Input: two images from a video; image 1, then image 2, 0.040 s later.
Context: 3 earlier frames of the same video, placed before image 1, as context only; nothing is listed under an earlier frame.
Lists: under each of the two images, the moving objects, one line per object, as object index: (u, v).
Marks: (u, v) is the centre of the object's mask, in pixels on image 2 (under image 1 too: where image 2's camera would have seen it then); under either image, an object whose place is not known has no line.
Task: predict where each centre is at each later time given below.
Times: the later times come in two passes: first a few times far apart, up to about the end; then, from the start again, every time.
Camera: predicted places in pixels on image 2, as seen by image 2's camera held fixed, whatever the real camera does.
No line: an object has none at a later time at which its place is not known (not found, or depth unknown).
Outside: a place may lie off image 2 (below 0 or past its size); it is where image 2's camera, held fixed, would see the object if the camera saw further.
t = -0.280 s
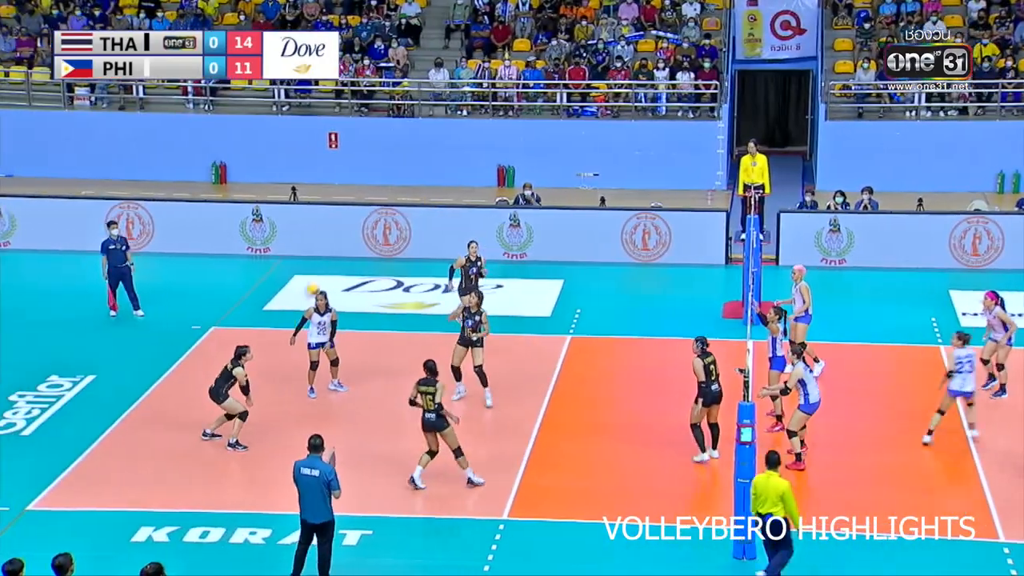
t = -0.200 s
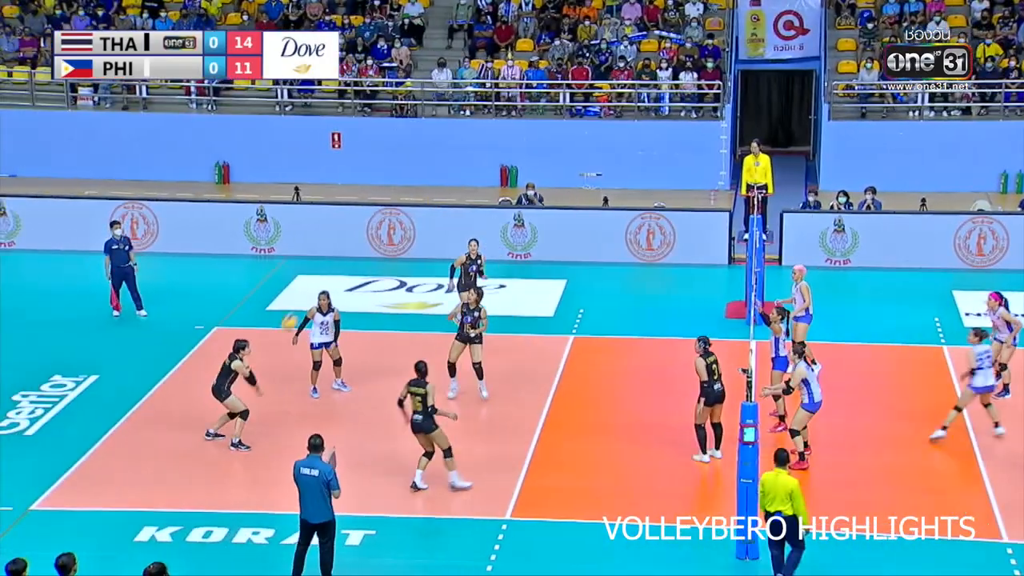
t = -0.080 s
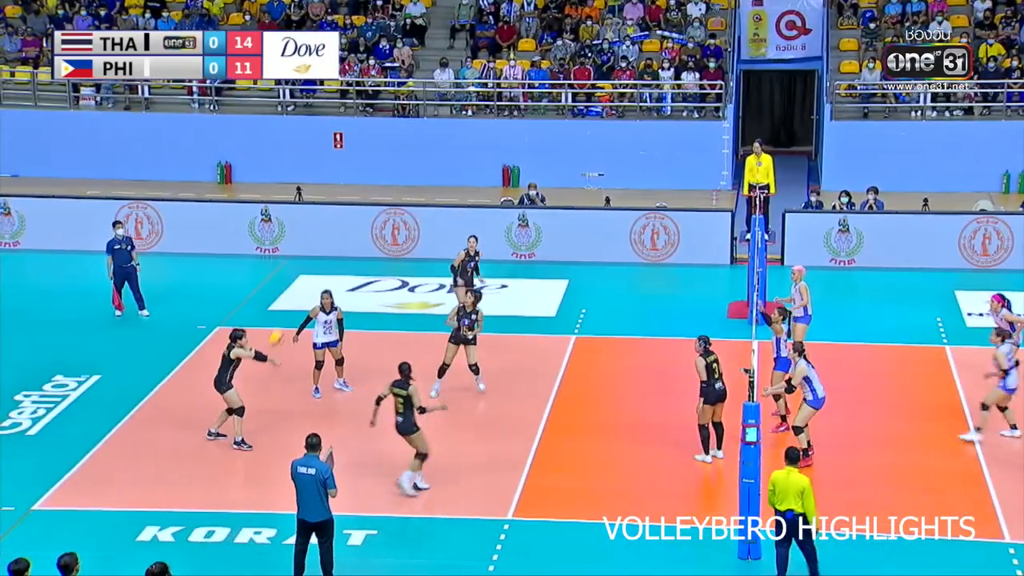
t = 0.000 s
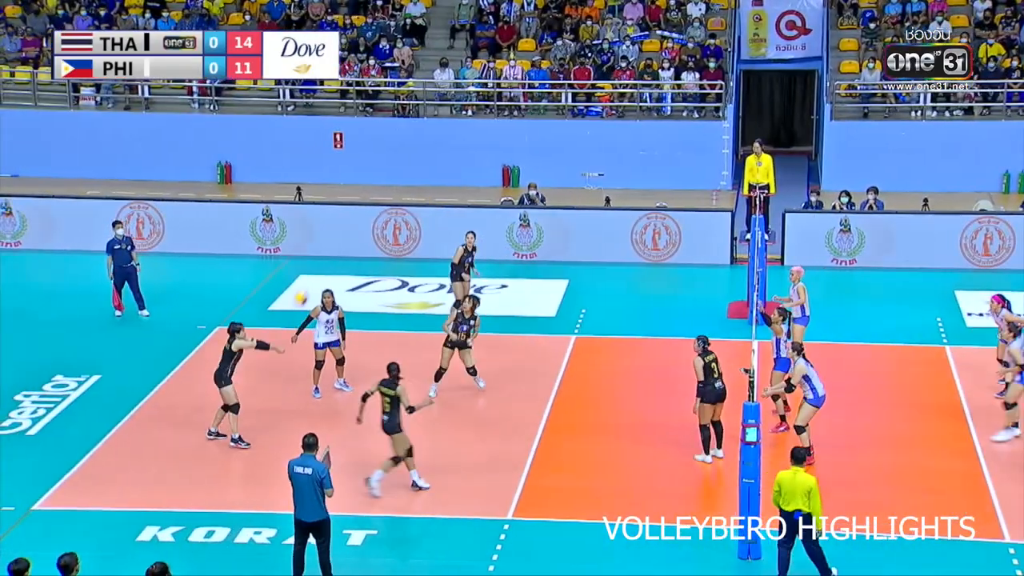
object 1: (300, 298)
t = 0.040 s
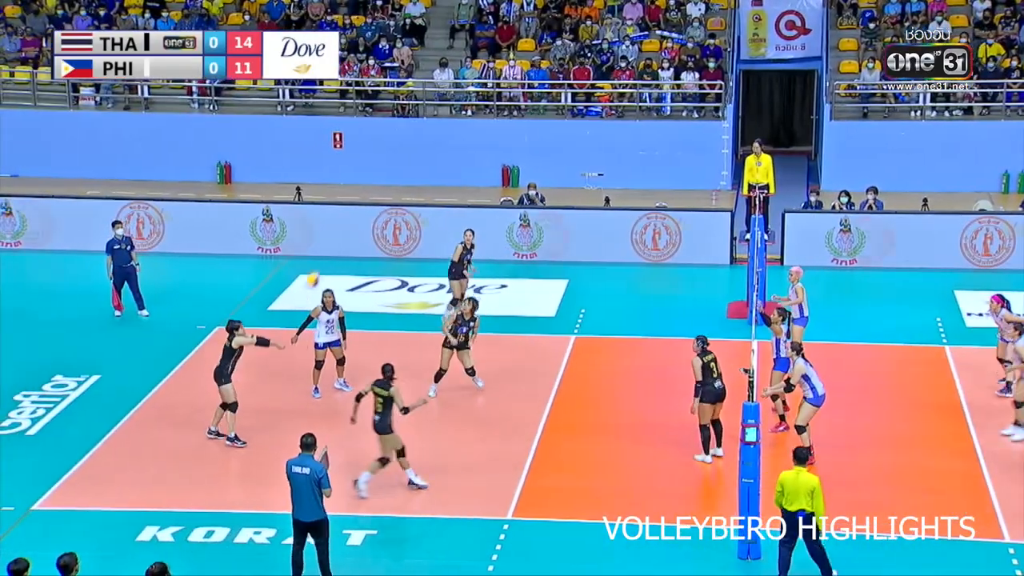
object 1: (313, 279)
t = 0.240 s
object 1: (375, 205)
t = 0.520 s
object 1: (459, 150)
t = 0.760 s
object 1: (530, 148)
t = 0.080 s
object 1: (325, 263)
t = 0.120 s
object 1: (336, 247)
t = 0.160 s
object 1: (349, 232)
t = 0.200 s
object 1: (361, 219)
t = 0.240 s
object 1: (375, 205)
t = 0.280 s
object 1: (387, 194)
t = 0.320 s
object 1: (399, 184)
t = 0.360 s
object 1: (411, 174)
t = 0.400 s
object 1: (423, 166)
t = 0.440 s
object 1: (435, 160)
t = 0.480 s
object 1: (447, 154)
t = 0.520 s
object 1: (459, 150)
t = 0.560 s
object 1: (471, 147)
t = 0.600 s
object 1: (483, 145)
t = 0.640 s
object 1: (495, 143)
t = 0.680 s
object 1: (507, 144)
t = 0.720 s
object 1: (519, 145)
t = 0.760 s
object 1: (530, 148)
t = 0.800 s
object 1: (542, 150)
